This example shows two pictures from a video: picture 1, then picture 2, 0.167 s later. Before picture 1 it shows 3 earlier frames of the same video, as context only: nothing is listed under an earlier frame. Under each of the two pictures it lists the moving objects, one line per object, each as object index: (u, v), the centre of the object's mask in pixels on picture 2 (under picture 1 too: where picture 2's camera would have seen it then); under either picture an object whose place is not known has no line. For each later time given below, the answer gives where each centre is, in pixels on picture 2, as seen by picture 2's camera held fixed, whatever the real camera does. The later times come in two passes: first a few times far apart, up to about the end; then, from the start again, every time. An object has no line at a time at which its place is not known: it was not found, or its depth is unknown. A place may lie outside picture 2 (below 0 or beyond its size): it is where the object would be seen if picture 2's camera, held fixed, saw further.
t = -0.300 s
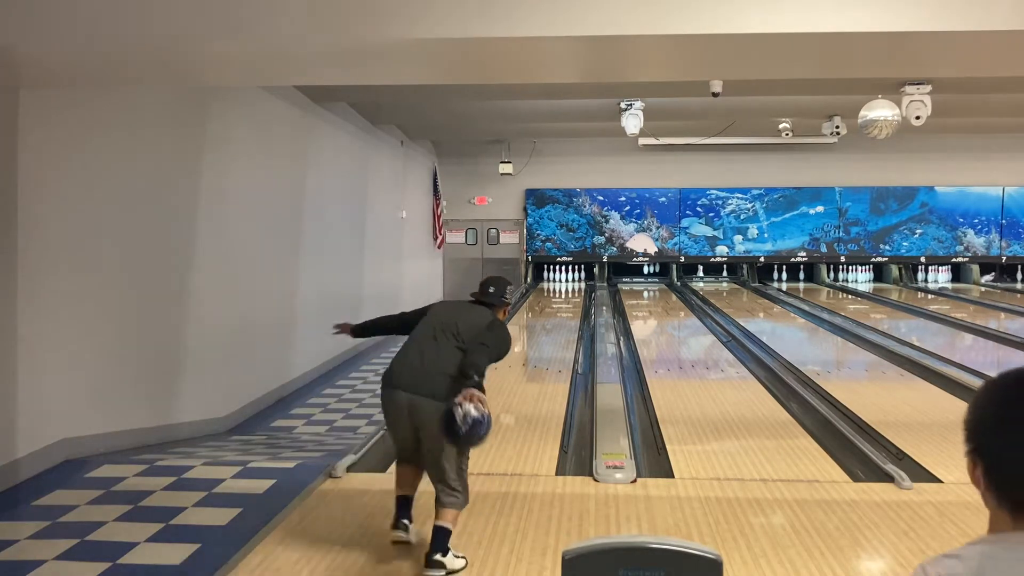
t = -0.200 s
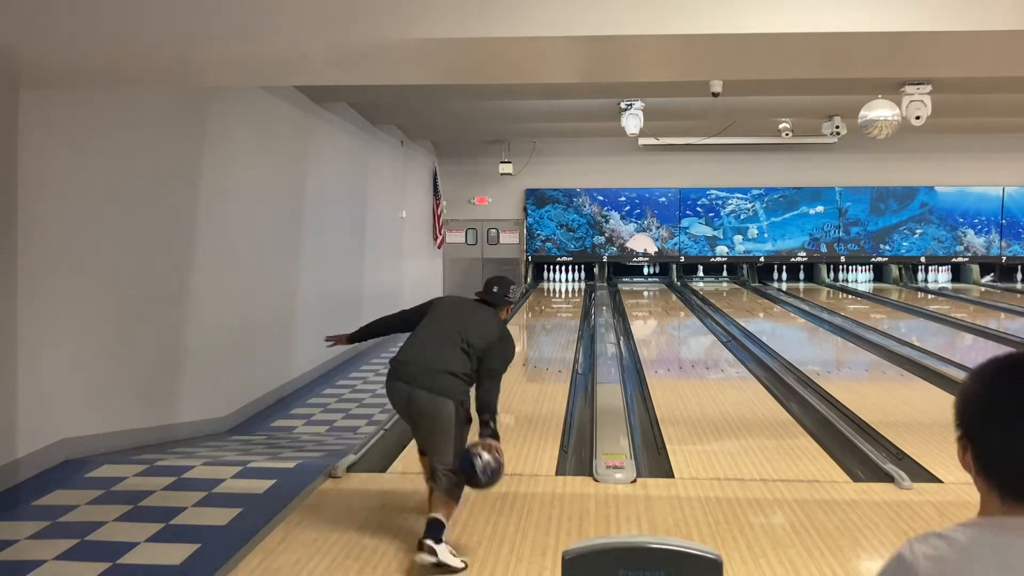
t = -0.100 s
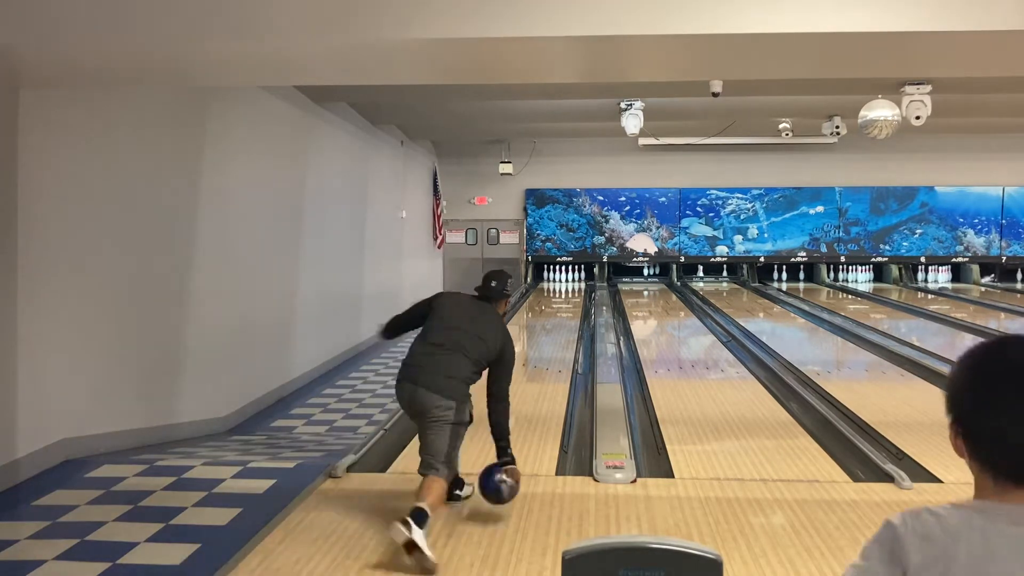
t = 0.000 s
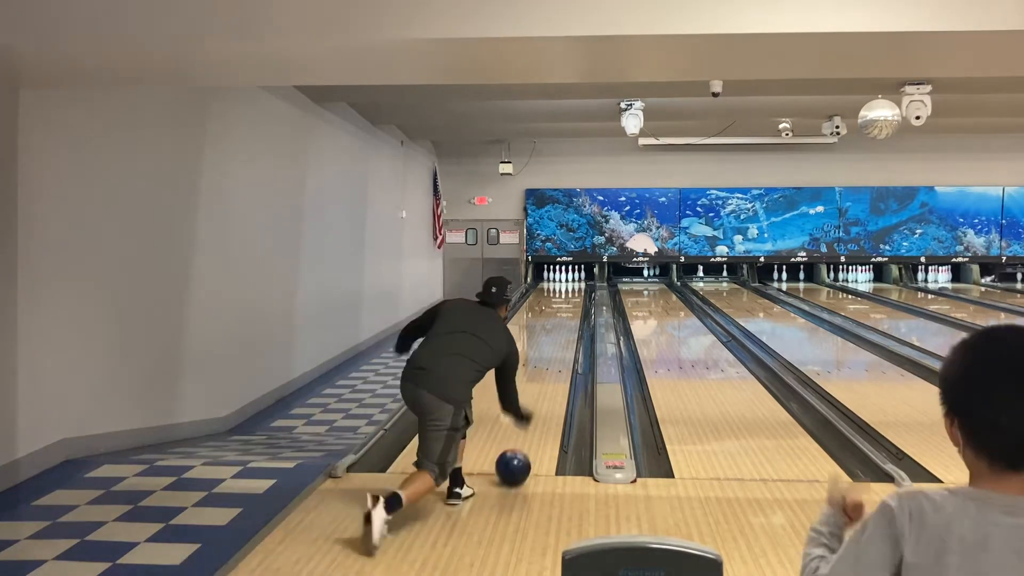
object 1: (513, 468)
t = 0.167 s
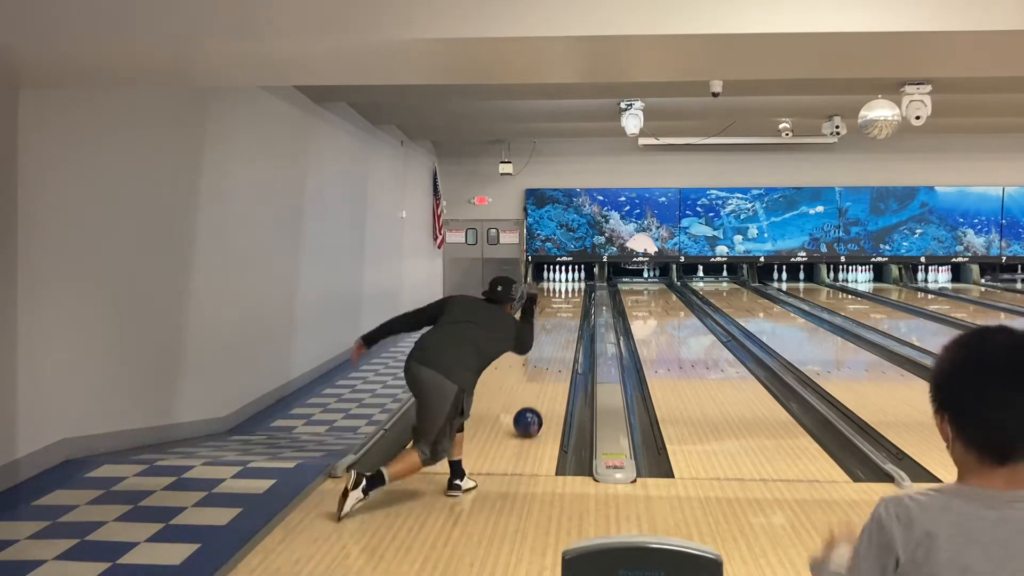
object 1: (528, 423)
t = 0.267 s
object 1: (534, 402)
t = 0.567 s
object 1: (546, 360)
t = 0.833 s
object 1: (553, 336)
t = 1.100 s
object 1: (558, 319)
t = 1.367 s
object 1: (561, 306)
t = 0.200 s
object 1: (530, 415)
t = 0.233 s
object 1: (532, 408)
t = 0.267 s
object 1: (534, 402)
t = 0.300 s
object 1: (536, 397)
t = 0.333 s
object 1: (537, 391)
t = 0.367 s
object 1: (539, 386)
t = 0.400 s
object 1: (541, 381)
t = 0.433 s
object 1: (542, 376)
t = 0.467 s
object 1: (543, 372)
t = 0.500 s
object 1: (544, 368)
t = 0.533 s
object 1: (545, 364)
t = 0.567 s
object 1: (546, 360)
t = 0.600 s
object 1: (548, 356)
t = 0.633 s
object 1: (549, 353)
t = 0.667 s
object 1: (549, 350)
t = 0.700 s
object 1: (550, 347)
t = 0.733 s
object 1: (551, 344)
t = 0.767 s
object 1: (552, 342)
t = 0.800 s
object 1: (553, 339)
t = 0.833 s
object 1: (553, 336)
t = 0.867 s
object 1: (554, 334)
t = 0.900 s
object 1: (555, 331)
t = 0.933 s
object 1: (555, 329)
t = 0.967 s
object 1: (556, 327)
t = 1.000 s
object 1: (556, 325)
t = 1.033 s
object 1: (557, 323)
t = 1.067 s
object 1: (557, 321)
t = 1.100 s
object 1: (558, 319)
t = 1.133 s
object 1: (558, 317)
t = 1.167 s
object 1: (559, 315)
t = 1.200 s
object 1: (559, 314)
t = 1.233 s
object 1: (560, 312)
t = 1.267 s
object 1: (560, 310)
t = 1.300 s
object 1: (560, 309)
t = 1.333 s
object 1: (561, 307)
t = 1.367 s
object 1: (561, 306)
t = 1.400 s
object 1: (561, 305)
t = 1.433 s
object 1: (562, 303)
